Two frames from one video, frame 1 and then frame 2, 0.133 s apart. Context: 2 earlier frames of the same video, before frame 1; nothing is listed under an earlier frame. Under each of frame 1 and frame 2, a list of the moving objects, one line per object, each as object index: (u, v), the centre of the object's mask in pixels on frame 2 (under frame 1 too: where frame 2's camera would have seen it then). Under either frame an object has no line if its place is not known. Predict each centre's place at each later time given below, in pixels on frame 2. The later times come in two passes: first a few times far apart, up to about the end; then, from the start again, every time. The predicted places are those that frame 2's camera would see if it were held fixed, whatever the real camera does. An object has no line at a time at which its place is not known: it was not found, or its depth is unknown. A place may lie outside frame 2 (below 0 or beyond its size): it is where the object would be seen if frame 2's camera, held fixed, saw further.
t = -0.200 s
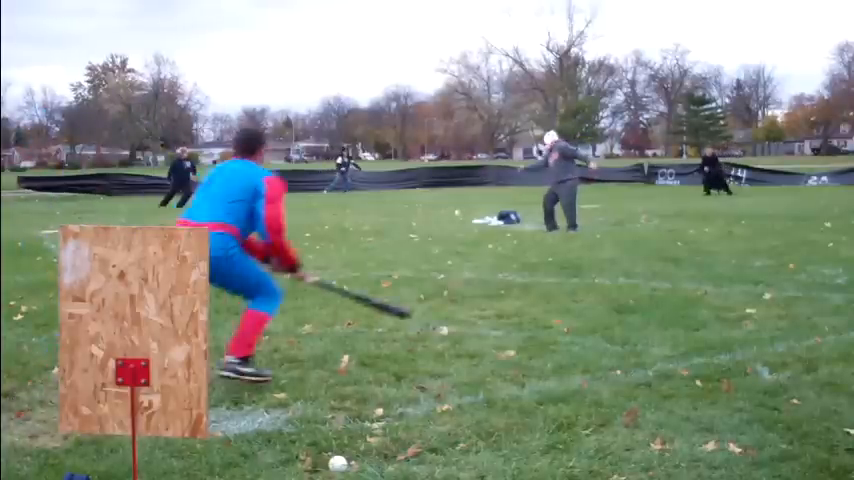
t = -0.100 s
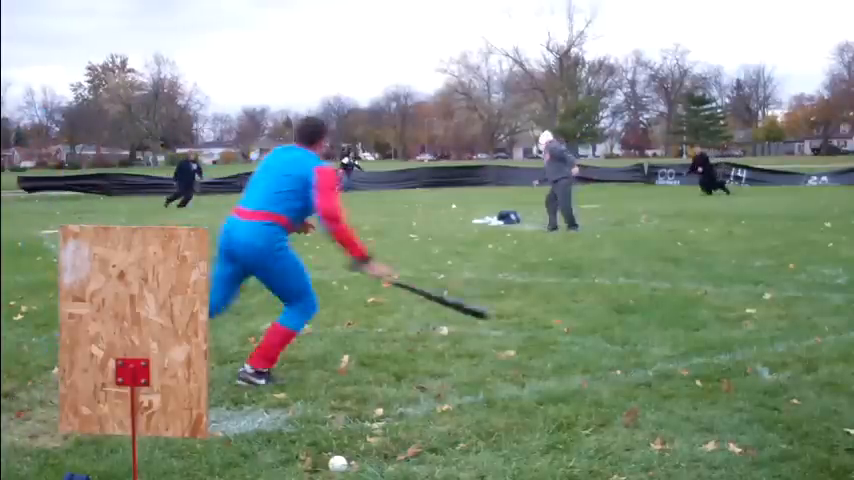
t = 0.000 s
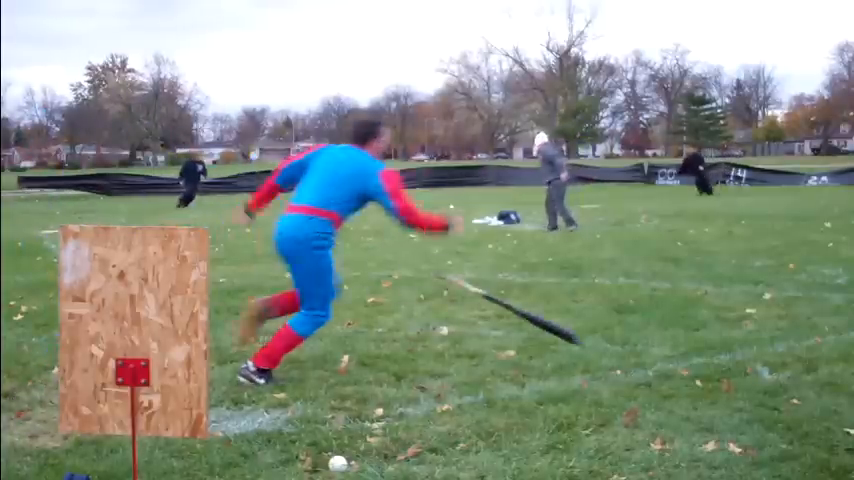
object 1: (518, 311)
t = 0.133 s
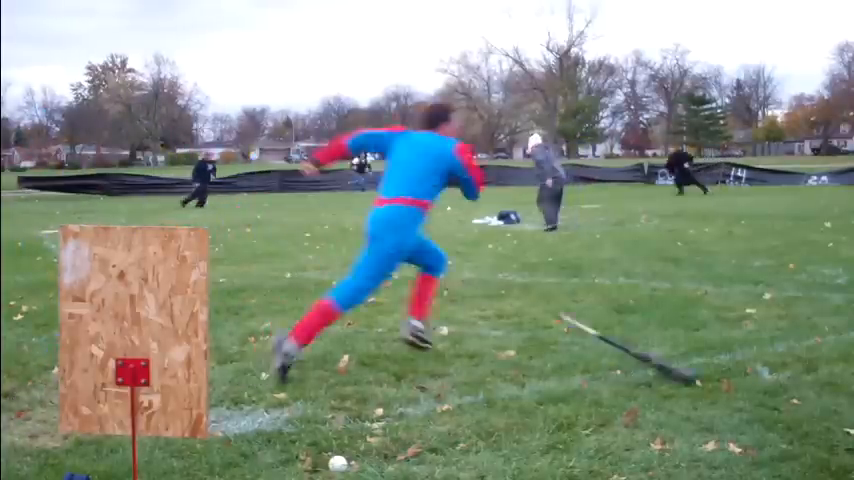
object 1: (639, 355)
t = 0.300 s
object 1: (697, 359)
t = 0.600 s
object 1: (752, 366)
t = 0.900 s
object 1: (767, 364)
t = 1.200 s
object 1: (767, 364)
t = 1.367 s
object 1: (767, 365)
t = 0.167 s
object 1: (660, 357)
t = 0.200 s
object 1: (678, 361)
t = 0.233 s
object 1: (695, 365)
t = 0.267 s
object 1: (696, 364)
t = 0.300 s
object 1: (697, 359)
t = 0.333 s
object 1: (713, 357)
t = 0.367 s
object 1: (727, 357)
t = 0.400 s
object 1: (734, 355)
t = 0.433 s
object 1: (740, 355)
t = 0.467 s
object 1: (744, 356)
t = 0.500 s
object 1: (747, 358)
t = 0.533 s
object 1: (745, 361)
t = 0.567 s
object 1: (743, 364)
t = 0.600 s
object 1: (752, 366)
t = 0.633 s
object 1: (755, 365)
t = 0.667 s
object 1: (759, 363)
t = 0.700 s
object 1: (762, 362)
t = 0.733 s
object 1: (763, 362)
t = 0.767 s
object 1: (764, 363)
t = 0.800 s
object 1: (765, 364)
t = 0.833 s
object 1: (766, 364)
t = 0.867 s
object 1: (767, 364)
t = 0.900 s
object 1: (767, 364)
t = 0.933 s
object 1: (767, 364)
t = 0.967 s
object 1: (766, 364)
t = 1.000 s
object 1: (766, 364)
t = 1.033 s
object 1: (766, 364)
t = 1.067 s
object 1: (766, 364)
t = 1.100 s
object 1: (767, 364)
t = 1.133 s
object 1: (766, 364)
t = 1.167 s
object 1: (766, 364)
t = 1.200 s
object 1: (767, 364)
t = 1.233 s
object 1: (766, 364)
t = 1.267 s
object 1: (766, 365)
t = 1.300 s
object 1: (766, 364)
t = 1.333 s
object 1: (767, 365)
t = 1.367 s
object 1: (767, 365)
